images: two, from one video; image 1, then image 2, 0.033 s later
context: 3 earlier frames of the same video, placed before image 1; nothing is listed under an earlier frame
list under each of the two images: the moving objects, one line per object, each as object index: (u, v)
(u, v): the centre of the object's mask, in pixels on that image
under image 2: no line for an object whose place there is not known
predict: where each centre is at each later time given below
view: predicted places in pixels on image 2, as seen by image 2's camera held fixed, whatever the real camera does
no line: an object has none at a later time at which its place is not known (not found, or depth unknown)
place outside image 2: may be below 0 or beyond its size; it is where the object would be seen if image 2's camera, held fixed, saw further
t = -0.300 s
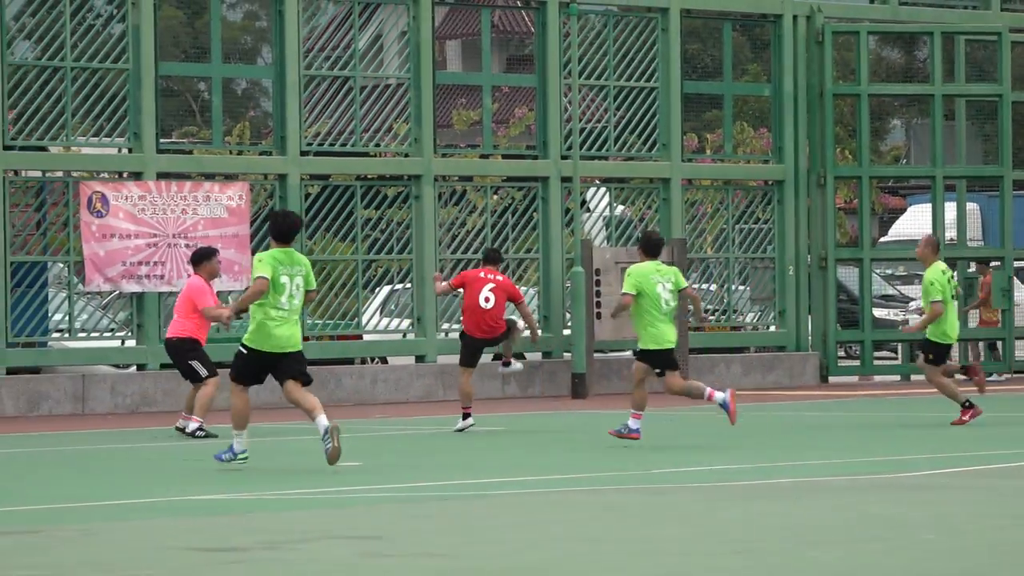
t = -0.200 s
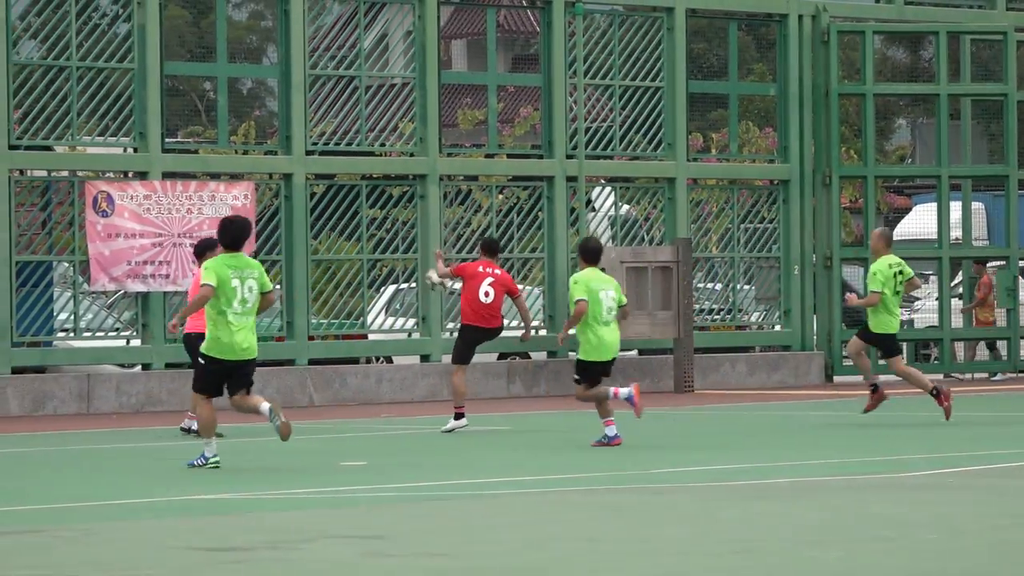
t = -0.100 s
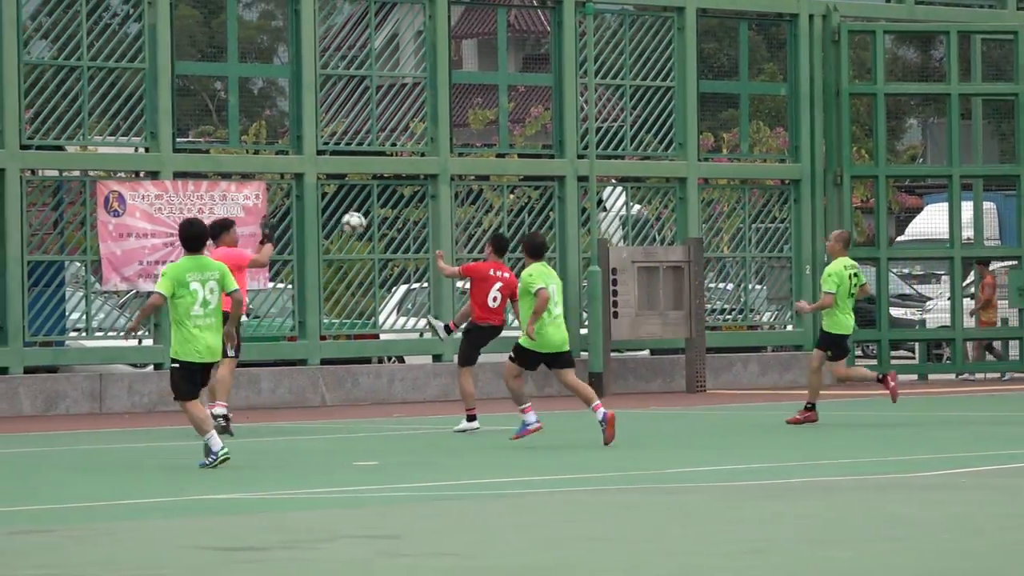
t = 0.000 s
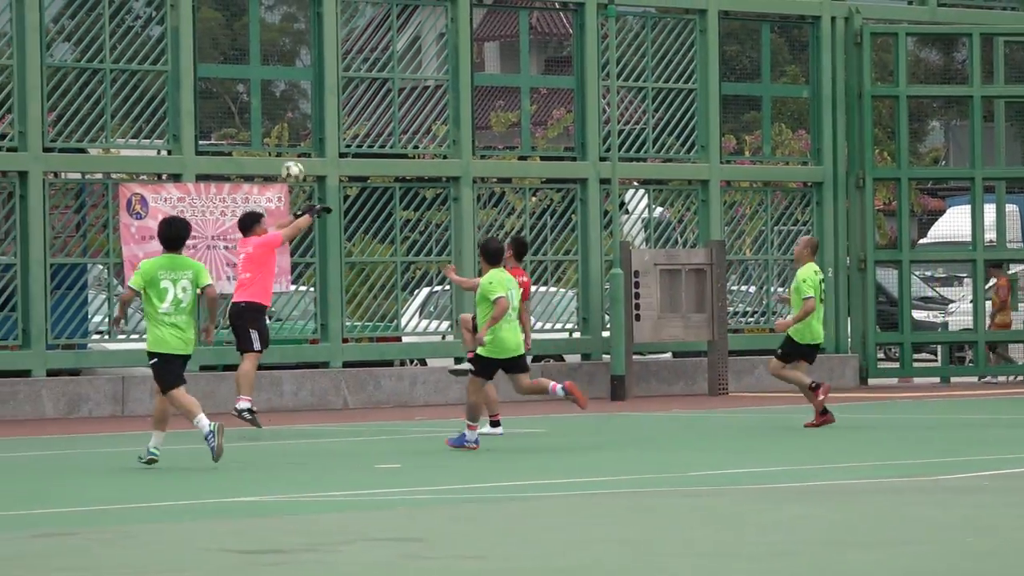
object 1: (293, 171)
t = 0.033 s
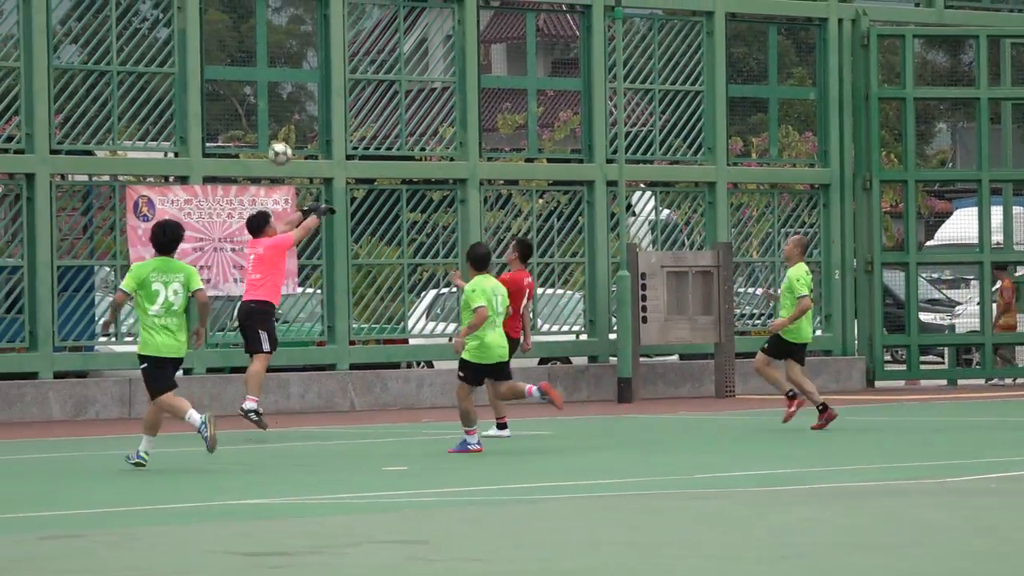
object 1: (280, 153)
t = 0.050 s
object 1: (269, 142)
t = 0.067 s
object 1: (261, 132)
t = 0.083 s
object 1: (251, 122)
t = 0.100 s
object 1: (242, 114)
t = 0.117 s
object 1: (232, 105)
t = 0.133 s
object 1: (222, 96)
